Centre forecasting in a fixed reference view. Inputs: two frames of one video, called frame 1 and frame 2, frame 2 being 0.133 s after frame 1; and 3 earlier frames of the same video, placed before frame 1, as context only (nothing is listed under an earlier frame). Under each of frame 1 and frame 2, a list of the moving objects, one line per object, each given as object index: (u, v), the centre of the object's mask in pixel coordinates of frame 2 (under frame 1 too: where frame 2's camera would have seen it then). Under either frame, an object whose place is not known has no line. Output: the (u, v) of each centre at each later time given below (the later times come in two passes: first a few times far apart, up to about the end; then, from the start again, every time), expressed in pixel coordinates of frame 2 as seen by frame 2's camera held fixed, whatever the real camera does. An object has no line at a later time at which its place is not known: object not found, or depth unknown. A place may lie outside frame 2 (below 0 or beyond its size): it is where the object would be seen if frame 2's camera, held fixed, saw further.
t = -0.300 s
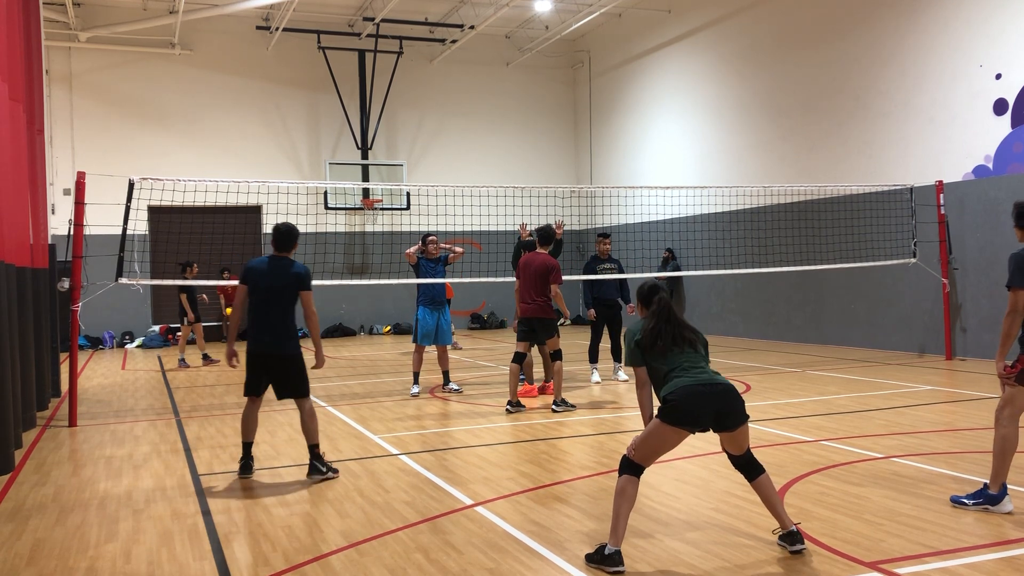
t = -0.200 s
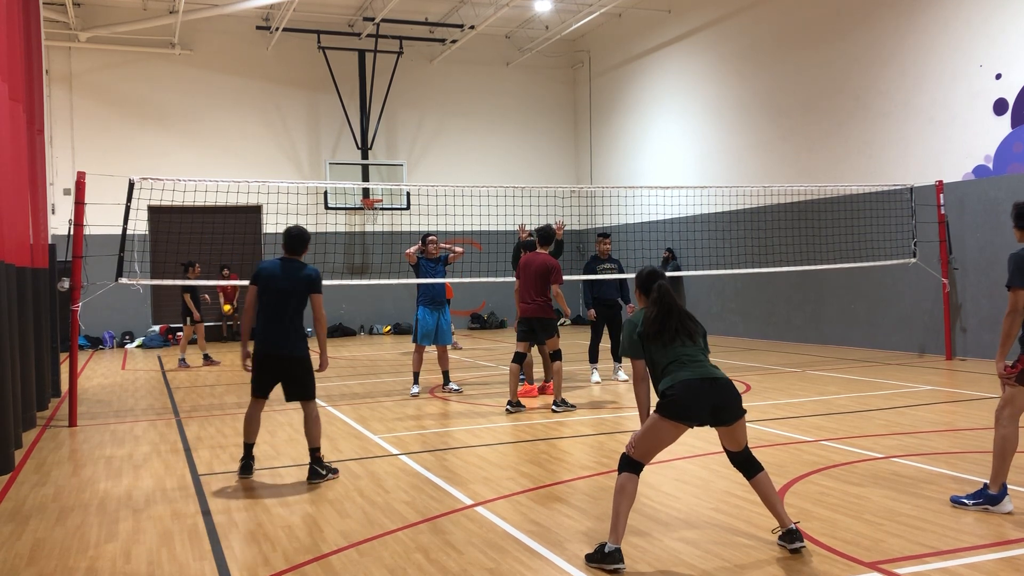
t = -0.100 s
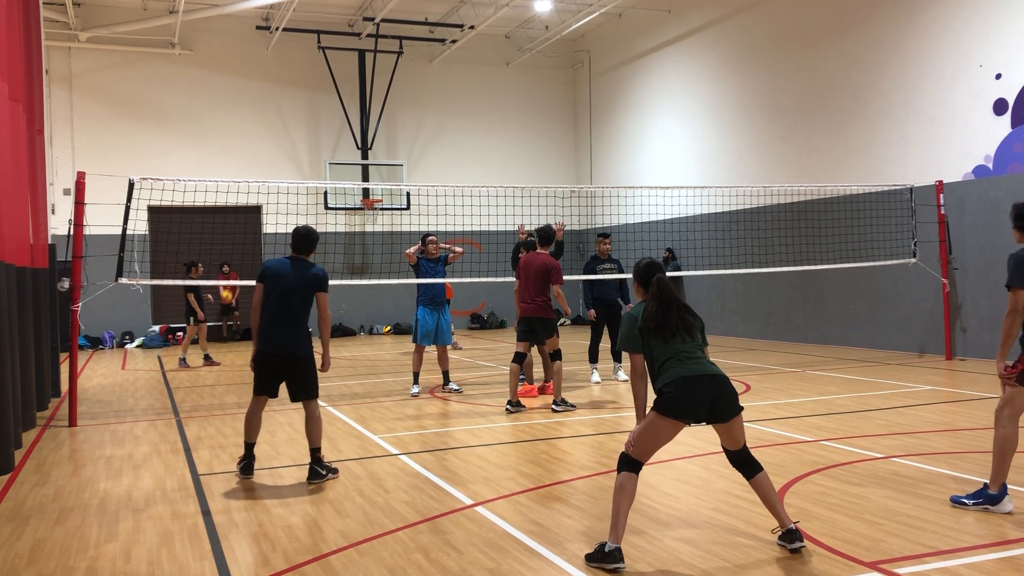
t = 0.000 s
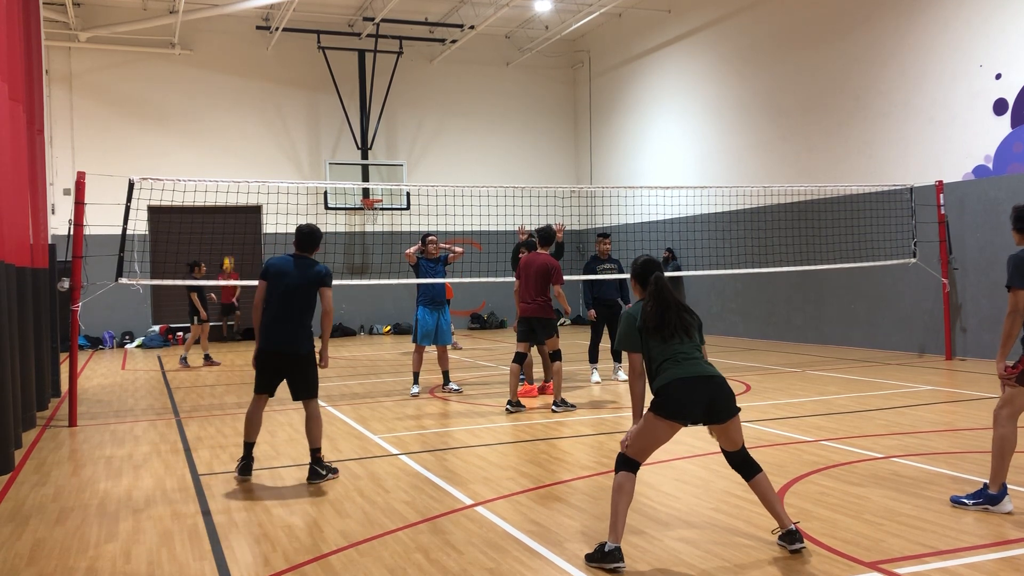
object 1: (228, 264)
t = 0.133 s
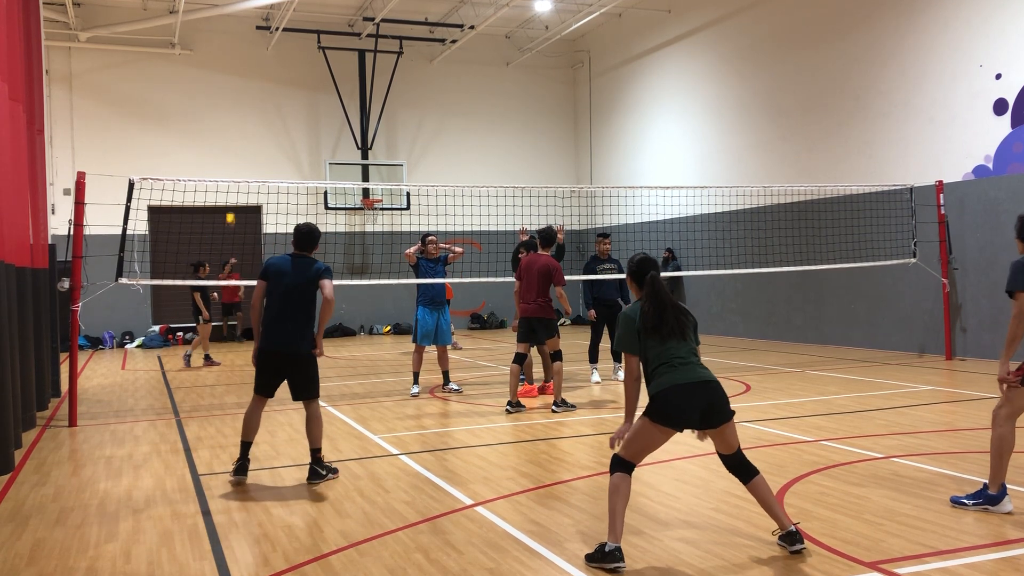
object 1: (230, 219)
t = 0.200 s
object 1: (231, 199)
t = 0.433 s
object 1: (235, 149)
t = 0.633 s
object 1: (239, 126)
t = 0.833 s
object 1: (244, 122)
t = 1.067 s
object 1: (249, 142)
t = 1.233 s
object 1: (255, 172)
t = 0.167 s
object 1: (230, 210)
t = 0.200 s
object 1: (231, 199)
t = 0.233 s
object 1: (232, 190)
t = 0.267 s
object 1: (232, 186)
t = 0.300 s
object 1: (233, 174)
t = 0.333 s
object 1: (233, 168)
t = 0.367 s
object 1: (234, 162)
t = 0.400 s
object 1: (234, 155)
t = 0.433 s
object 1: (235, 149)
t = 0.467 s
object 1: (235, 144)
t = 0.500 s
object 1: (236, 140)
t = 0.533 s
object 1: (237, 136)
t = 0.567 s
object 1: (238, 132)
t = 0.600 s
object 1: (238, 129)
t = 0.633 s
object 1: (239, 126)
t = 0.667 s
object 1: (240, 125)
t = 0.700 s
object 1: (240, 123)
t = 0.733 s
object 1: (241, 122)
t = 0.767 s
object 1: (242, 122)
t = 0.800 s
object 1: (243, 122)
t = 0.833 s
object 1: (244, 122)
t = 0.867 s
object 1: (244, 124)
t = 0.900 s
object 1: (245, 125)
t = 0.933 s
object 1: (246, 127)
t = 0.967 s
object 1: (247, 130)
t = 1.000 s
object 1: (248, 134)
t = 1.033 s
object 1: (248, 137)
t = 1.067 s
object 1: (249, 142)
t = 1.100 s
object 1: (251, 147)
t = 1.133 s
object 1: (252, 152)
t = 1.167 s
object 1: (253, 159)
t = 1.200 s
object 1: (254, 165)
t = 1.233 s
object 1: (255, 172)
